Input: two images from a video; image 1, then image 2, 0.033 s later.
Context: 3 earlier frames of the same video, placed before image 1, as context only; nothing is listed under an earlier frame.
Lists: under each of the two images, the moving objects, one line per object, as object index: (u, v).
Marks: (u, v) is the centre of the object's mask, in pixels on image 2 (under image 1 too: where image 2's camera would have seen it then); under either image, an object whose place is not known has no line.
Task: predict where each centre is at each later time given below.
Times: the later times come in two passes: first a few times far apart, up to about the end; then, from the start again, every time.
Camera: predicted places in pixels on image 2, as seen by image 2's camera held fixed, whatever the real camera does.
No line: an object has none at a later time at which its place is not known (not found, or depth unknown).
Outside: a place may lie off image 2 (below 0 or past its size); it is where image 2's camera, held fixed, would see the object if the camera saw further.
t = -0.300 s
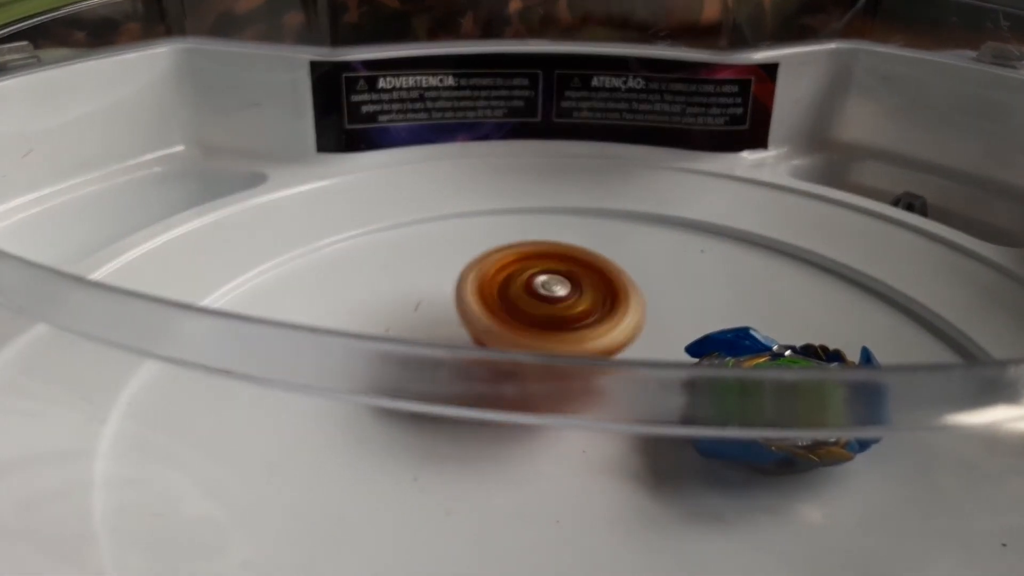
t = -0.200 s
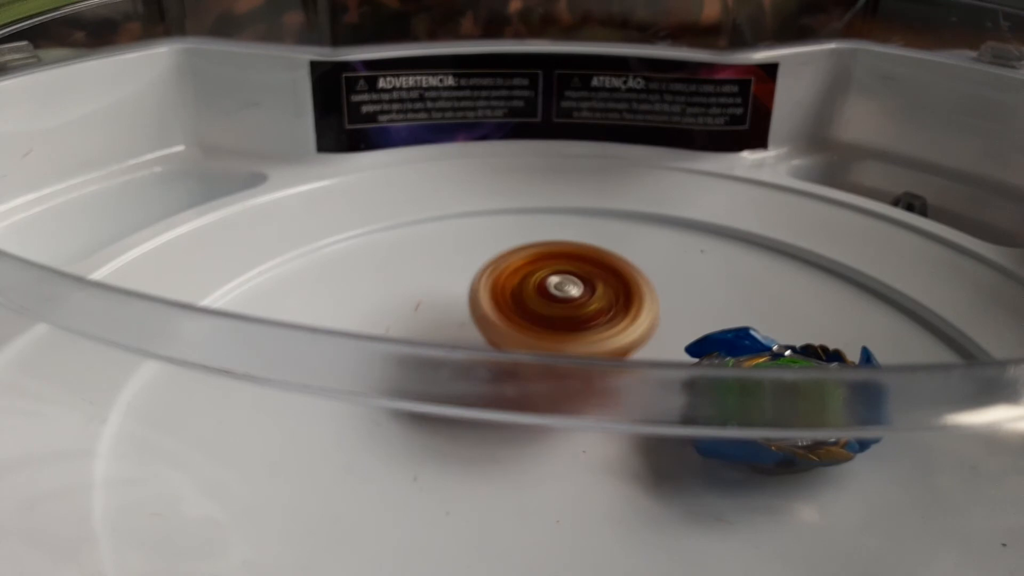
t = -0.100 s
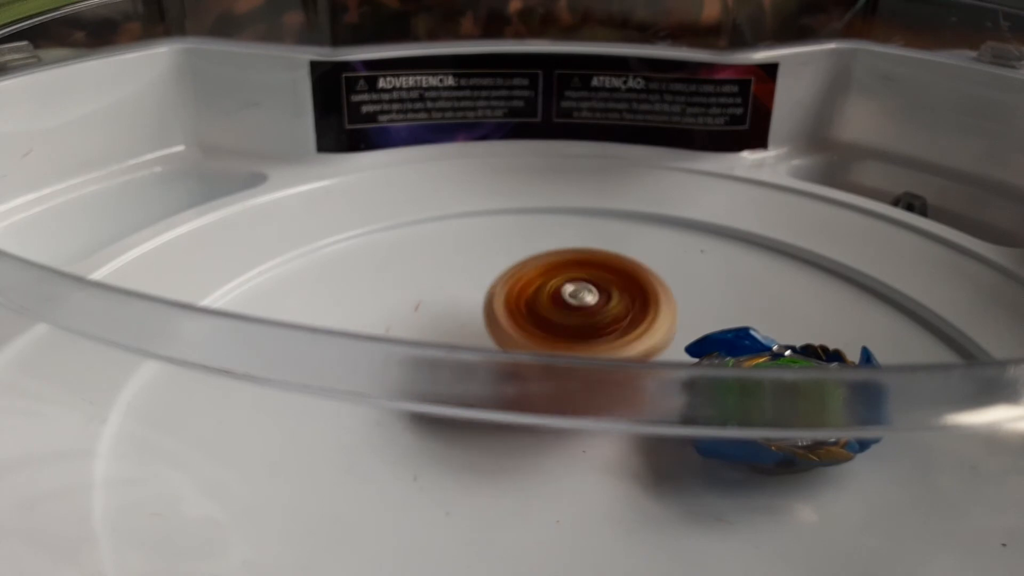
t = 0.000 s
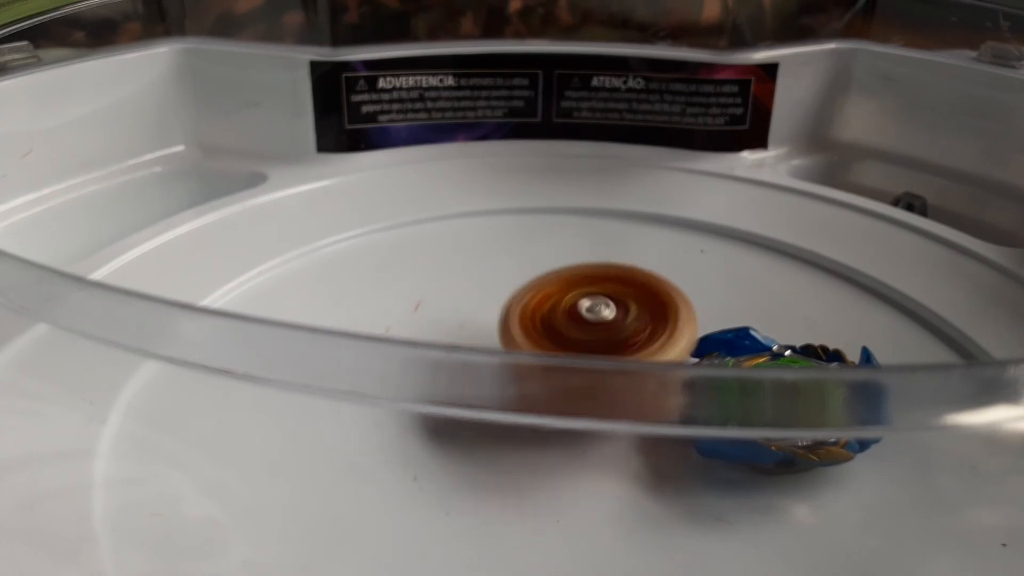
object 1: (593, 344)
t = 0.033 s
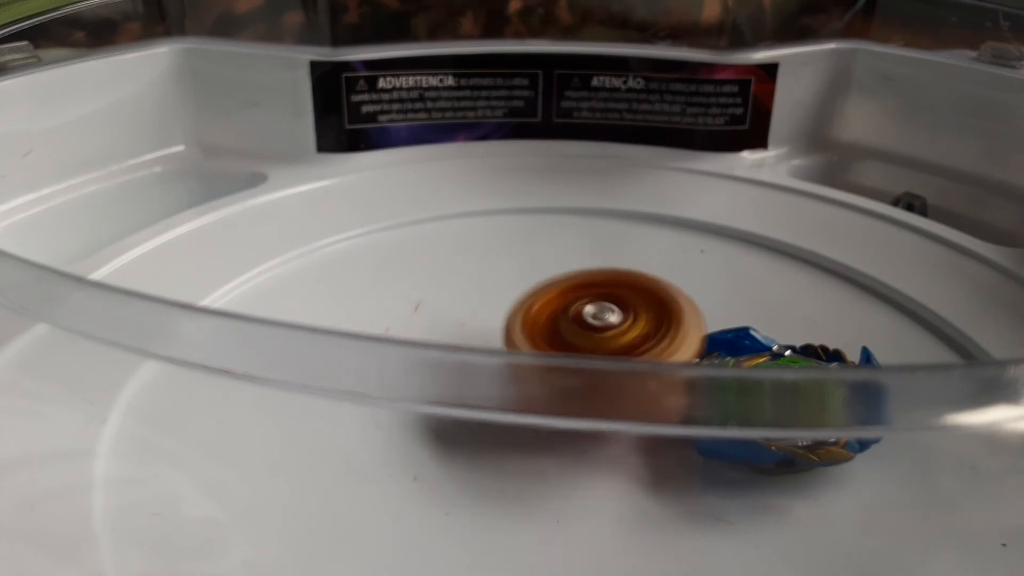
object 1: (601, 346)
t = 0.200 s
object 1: (606, 376)
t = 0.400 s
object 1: (584, 432)
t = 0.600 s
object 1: (552, 441)
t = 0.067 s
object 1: (610, 350)
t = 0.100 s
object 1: (609, 353)
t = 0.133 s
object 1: (606, 357)
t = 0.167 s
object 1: (607, 358)
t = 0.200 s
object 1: (606, 376)
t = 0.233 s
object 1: (604, 385)
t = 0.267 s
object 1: (602, 393)
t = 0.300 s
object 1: (598, 401)
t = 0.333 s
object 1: (593, 408)
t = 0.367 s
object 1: (585, 432)
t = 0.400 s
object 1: (584, 432)
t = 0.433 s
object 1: (579, 434)
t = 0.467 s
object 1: (574, 437)
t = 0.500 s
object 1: (571, 438)
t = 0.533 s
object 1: (563, 440)
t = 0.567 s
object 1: (557, 442)
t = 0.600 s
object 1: (552, 441)
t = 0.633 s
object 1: (547, 440)
